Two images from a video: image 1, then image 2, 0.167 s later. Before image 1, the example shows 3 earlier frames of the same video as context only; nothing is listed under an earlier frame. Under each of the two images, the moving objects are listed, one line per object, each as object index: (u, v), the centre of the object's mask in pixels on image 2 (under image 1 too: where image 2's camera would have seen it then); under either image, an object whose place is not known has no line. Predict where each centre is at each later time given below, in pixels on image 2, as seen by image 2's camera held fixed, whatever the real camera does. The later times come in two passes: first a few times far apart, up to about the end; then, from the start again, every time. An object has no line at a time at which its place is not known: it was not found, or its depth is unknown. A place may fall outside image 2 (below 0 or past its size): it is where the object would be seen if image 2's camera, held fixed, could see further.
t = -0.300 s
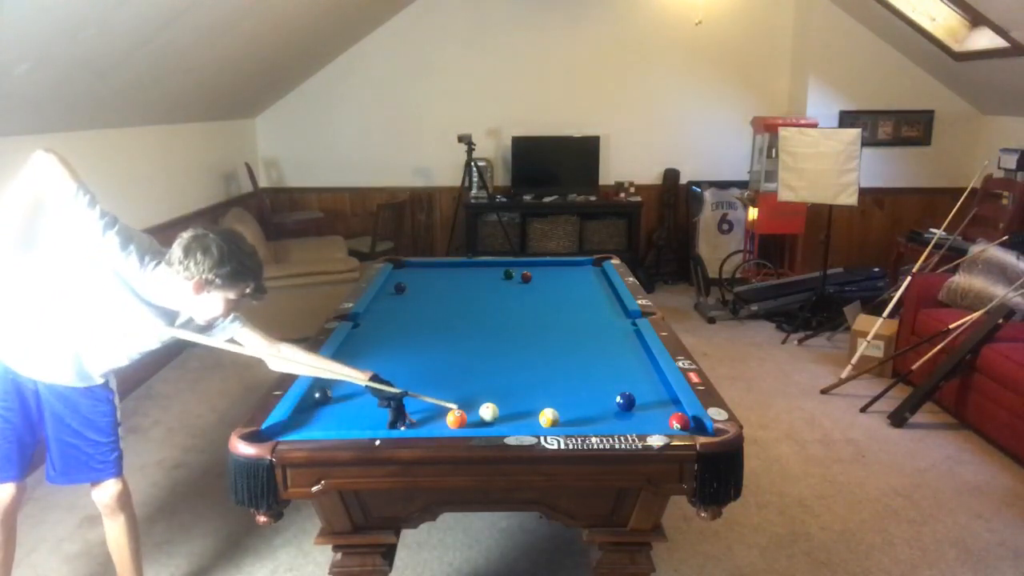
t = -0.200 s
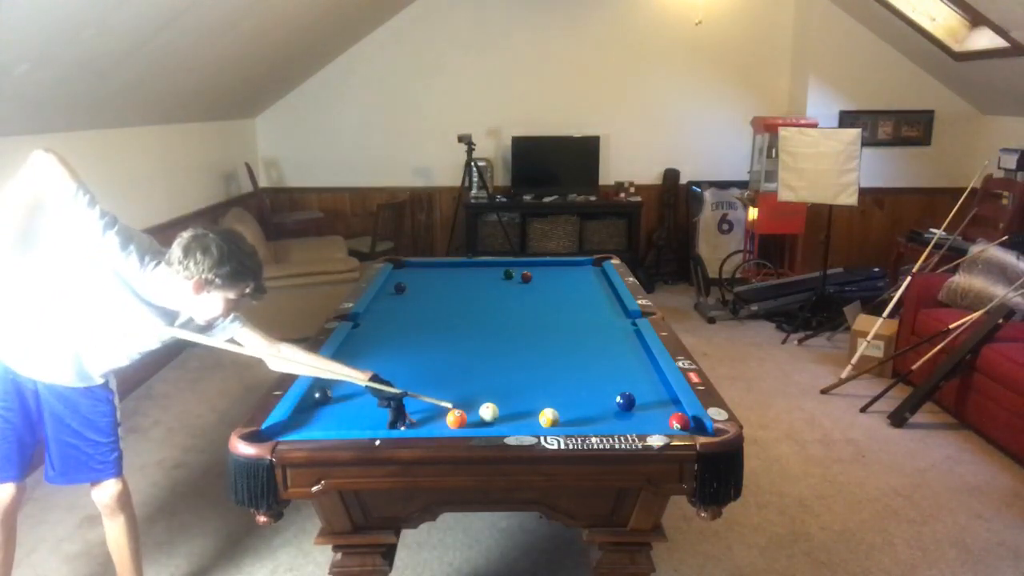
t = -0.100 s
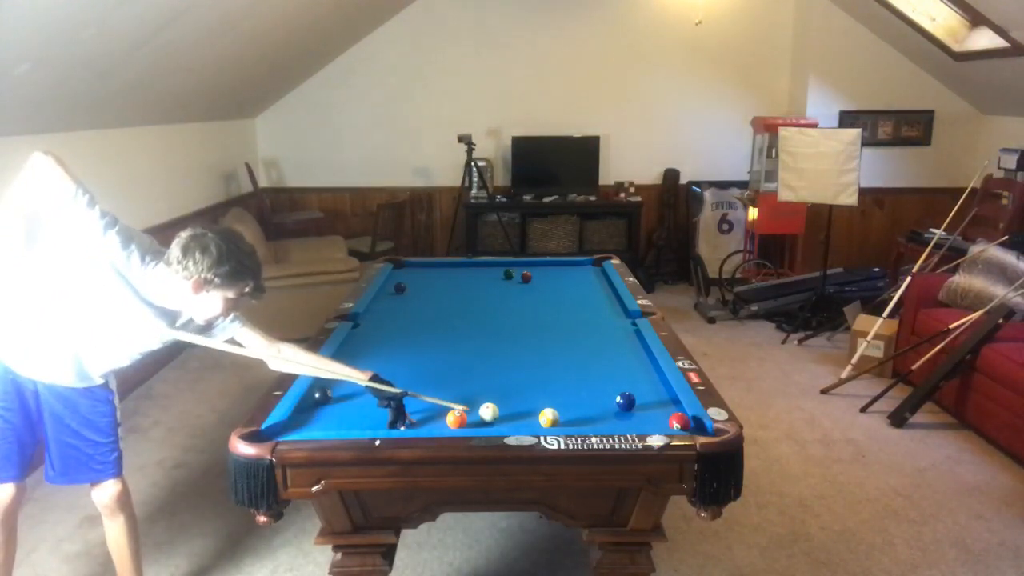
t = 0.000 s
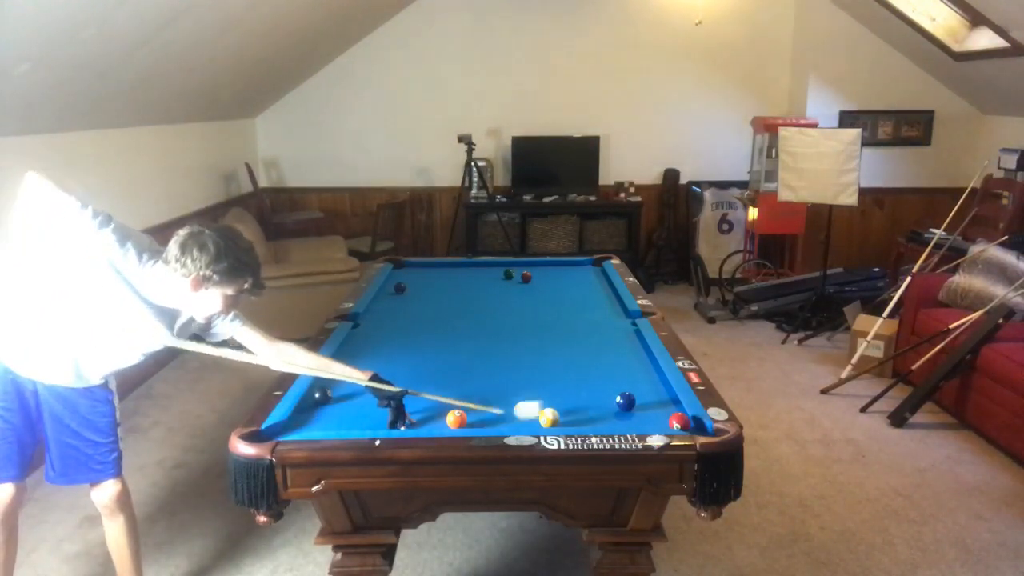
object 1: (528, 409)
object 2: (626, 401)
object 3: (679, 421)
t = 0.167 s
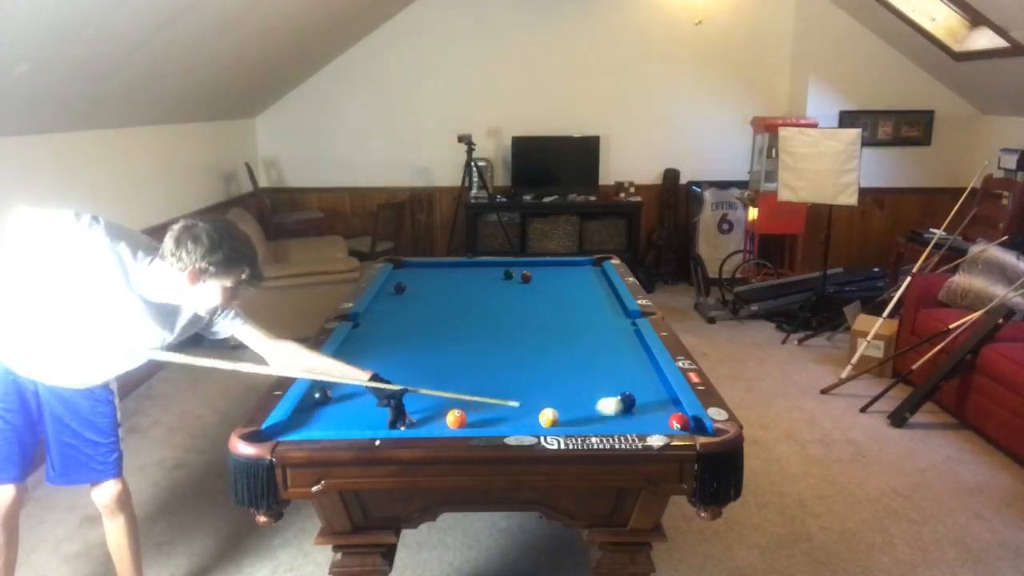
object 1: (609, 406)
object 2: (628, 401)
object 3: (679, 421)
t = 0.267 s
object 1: (632, 411)
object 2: (643, 394)
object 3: (679, 421)
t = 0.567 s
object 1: (675, 416)
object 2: (649, 383)
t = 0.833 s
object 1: (670, 418)
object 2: (626, 375)
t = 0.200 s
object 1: (617, 408)
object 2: (632, 399)
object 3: (679, 421)
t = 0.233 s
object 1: (624, 409)
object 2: (637, 397)
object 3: (679, 421)
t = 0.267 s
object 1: (632, 411)
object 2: (643, 394)
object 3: (679, 421)
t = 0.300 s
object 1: (640, 413)
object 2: (647, 393)
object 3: (679, 421)
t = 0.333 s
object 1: (648, 414)
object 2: (652, 391)
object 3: (679, 421)
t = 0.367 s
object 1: (657, 416)
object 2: (655, 390)
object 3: (679, 421)
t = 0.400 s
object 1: (661, 416)
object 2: (661, 389)
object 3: (683, 422)
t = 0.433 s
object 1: (664, 416)
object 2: (663, 387)
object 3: (690, 425)
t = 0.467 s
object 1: (667, 416)
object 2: (659, 386)
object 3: (695, 427)
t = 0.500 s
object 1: (669, 416)
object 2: (655, 385)
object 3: (701, 431)
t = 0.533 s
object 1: (672, 416)
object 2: (652, 384)
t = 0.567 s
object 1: (675, 416)
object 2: (649, 383)
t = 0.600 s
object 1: (677, 416)
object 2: (646, 382)
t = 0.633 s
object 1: (677, 416)
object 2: (643, 381)
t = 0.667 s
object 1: (676, 417)
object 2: (640, 380)
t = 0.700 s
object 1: (675, 417)
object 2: (637, 379)
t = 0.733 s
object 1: (674, 417)
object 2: (634, 378)
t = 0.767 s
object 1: (672, 417)
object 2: (631, 377)
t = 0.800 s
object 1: (671, 418)
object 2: (629, 376)
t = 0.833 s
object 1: (670, 418)
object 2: (626, 375)
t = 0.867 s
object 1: (669, 418)
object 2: (624, 374)
